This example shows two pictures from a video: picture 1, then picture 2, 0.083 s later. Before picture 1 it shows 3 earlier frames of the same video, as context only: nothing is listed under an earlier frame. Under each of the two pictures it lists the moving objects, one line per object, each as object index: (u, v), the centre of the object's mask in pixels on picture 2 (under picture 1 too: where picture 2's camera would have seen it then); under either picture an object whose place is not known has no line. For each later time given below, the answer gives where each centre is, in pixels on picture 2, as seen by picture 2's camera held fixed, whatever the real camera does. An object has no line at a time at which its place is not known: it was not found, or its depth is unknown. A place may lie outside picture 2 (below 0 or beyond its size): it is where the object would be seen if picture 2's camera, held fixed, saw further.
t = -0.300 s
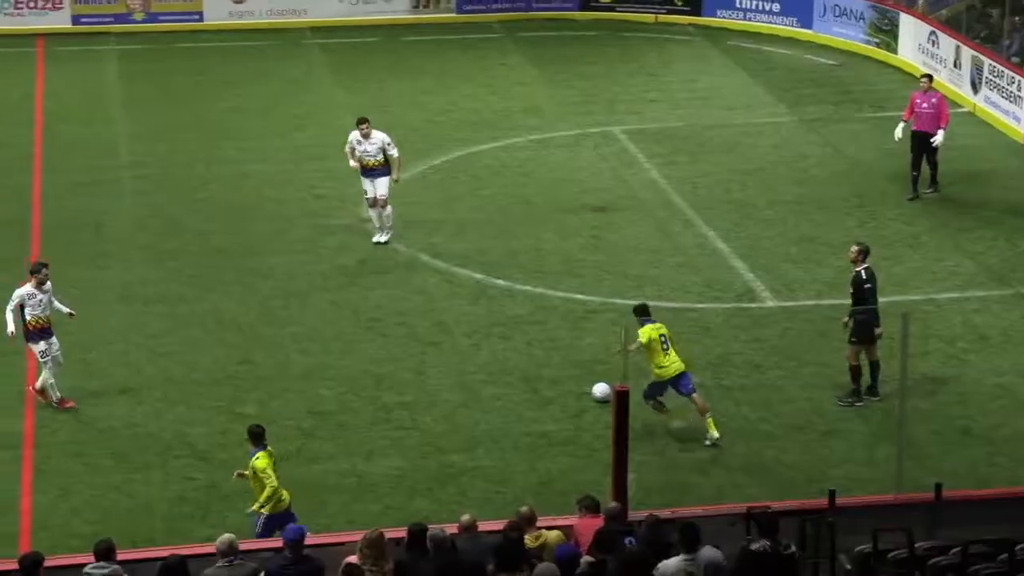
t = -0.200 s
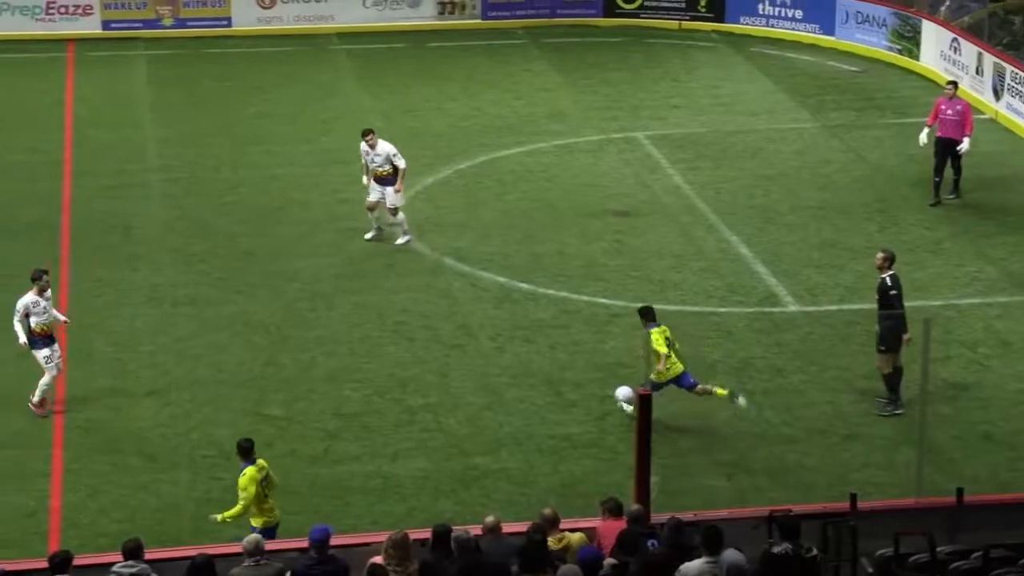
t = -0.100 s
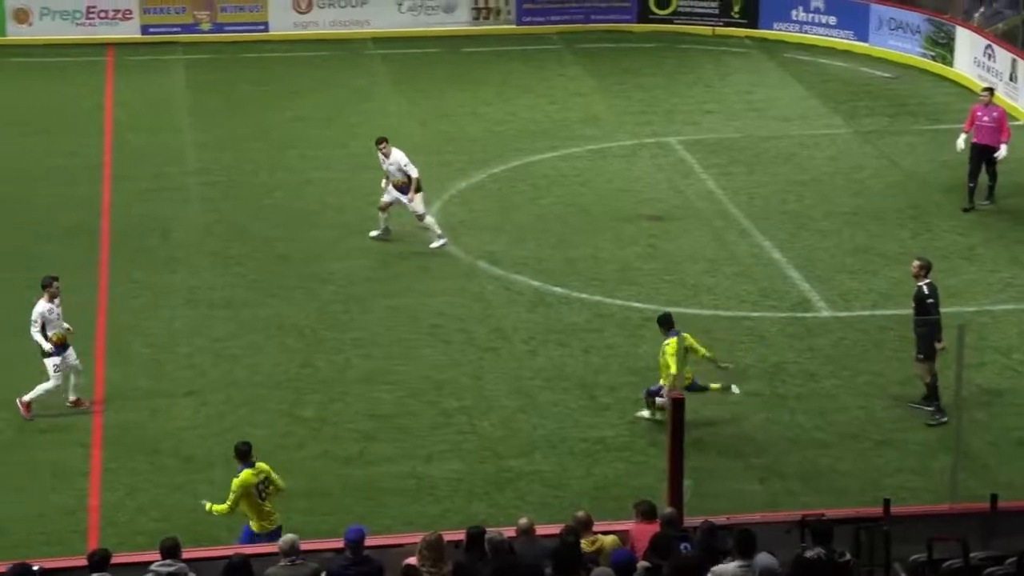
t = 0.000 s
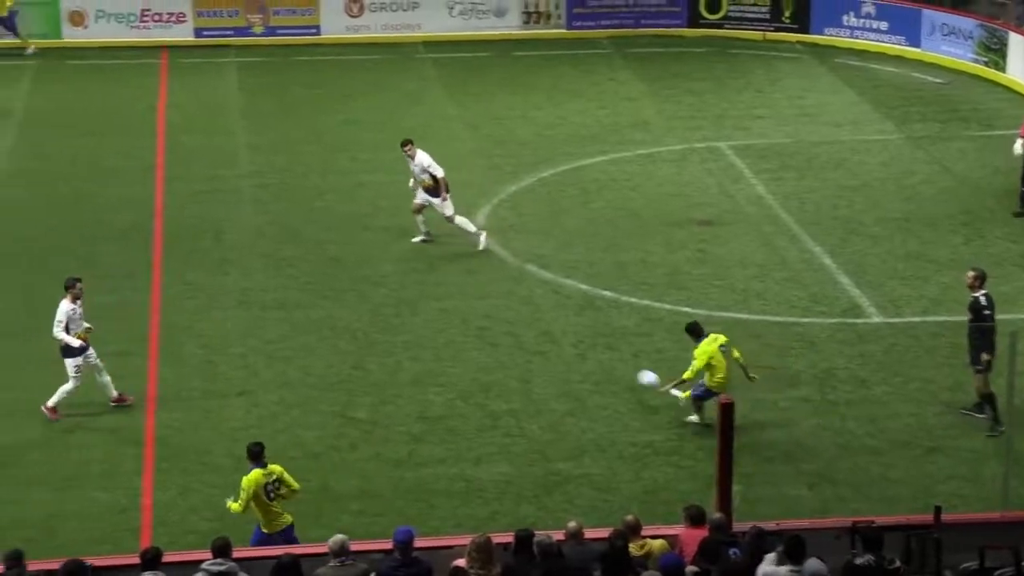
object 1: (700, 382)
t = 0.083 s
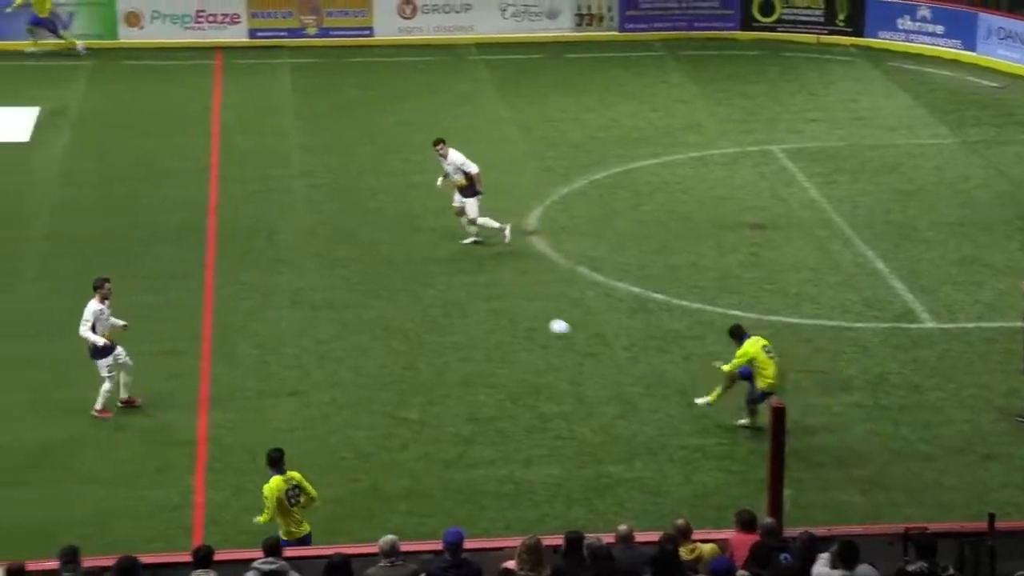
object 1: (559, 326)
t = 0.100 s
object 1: (531, 317)
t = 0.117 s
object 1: (504, 307)
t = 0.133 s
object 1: (476, 297)
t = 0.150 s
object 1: (449, 288)
